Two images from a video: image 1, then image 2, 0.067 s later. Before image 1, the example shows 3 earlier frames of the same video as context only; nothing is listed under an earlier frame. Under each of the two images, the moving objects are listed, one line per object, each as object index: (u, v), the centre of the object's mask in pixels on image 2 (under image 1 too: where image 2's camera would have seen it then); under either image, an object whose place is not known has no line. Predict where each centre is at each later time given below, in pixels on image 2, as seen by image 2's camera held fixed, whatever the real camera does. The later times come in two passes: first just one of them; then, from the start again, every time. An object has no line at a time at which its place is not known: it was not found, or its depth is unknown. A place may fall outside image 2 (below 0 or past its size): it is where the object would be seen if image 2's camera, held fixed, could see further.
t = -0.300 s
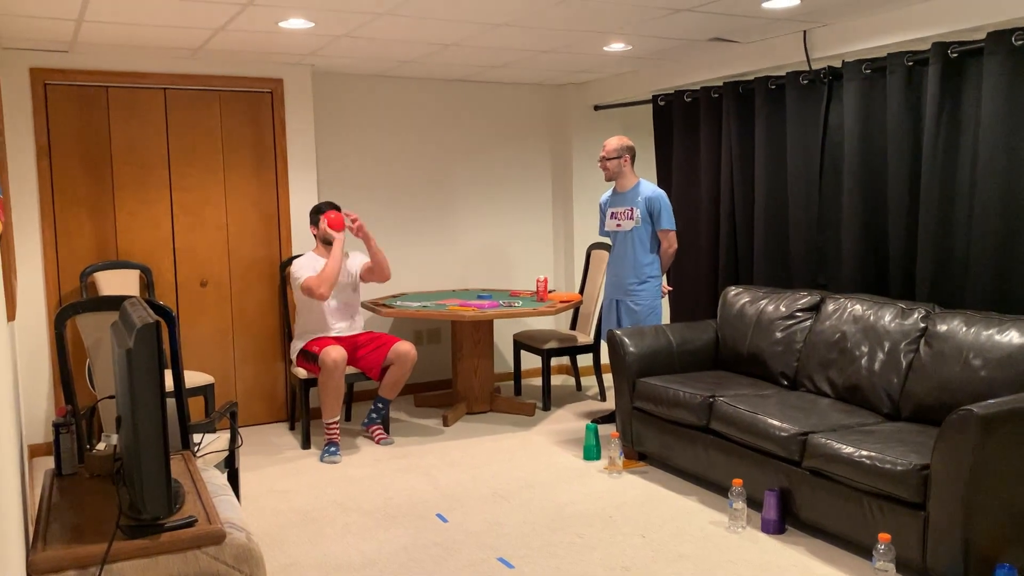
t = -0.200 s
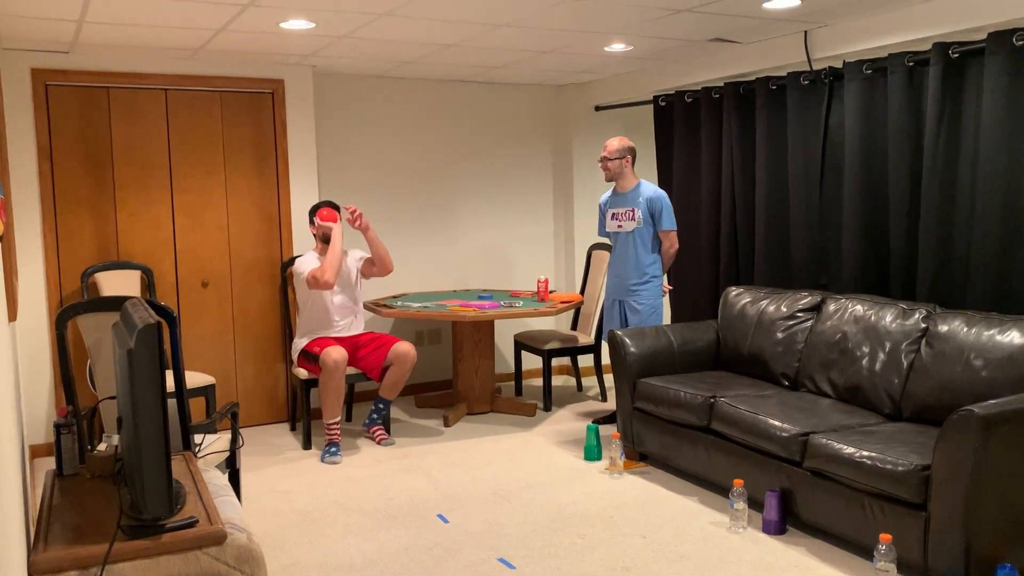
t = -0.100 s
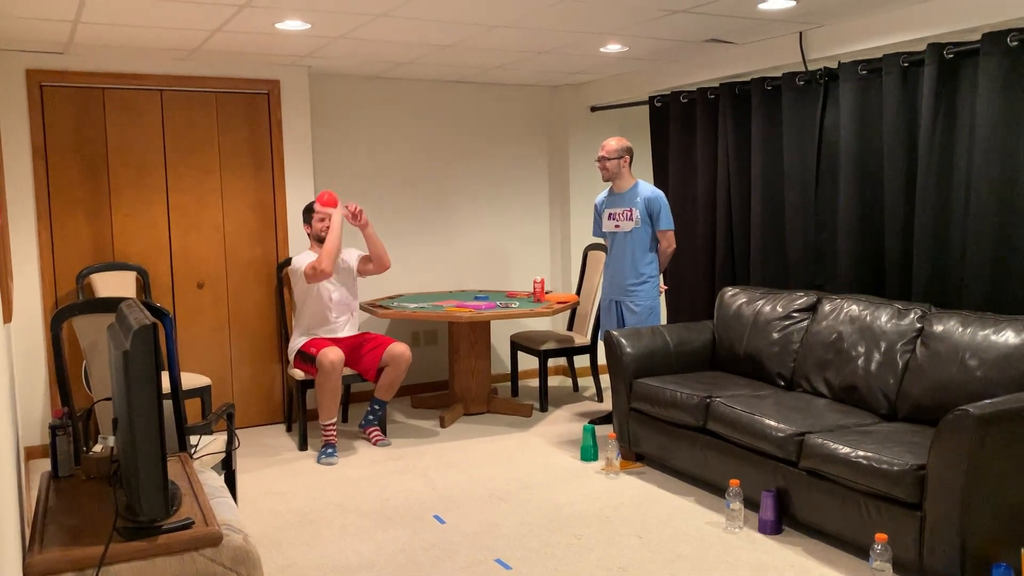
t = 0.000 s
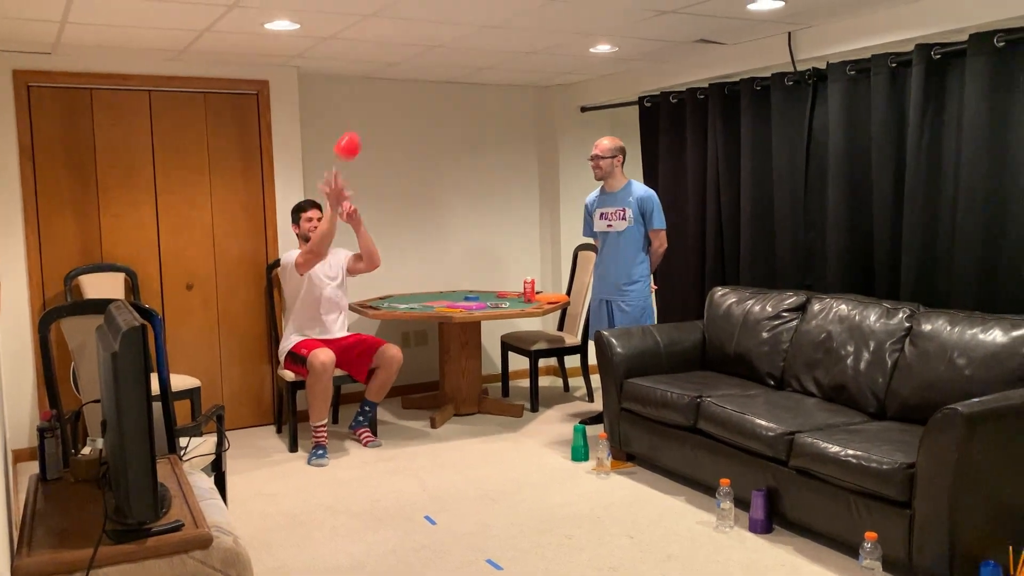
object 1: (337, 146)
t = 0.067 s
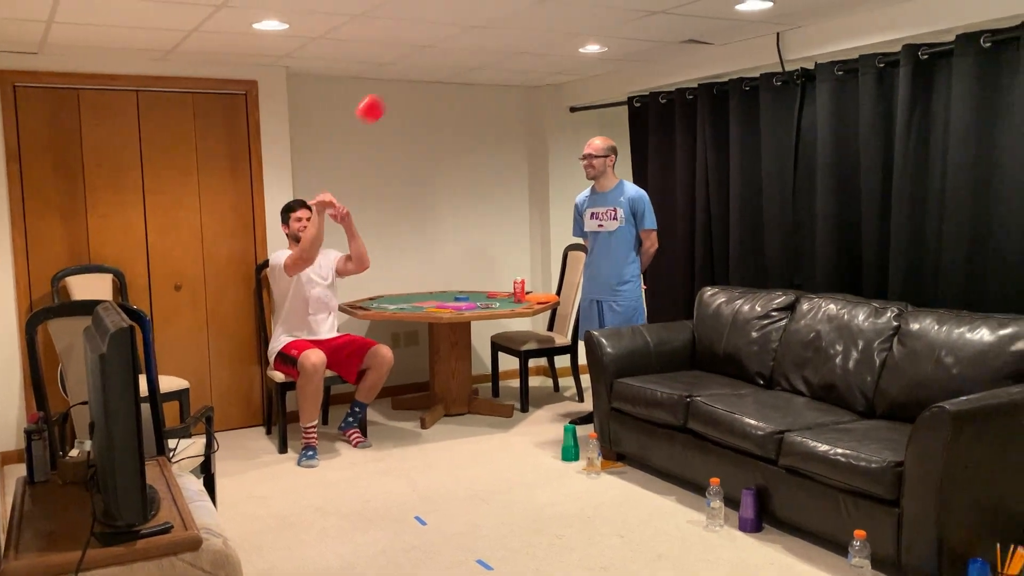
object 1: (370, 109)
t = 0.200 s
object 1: (456, 47)
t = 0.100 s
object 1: (389, 92)
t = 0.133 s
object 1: (410, 76)
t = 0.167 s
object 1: (432, 61)
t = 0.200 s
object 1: (456, 47)
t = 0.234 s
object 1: (482, 35)
